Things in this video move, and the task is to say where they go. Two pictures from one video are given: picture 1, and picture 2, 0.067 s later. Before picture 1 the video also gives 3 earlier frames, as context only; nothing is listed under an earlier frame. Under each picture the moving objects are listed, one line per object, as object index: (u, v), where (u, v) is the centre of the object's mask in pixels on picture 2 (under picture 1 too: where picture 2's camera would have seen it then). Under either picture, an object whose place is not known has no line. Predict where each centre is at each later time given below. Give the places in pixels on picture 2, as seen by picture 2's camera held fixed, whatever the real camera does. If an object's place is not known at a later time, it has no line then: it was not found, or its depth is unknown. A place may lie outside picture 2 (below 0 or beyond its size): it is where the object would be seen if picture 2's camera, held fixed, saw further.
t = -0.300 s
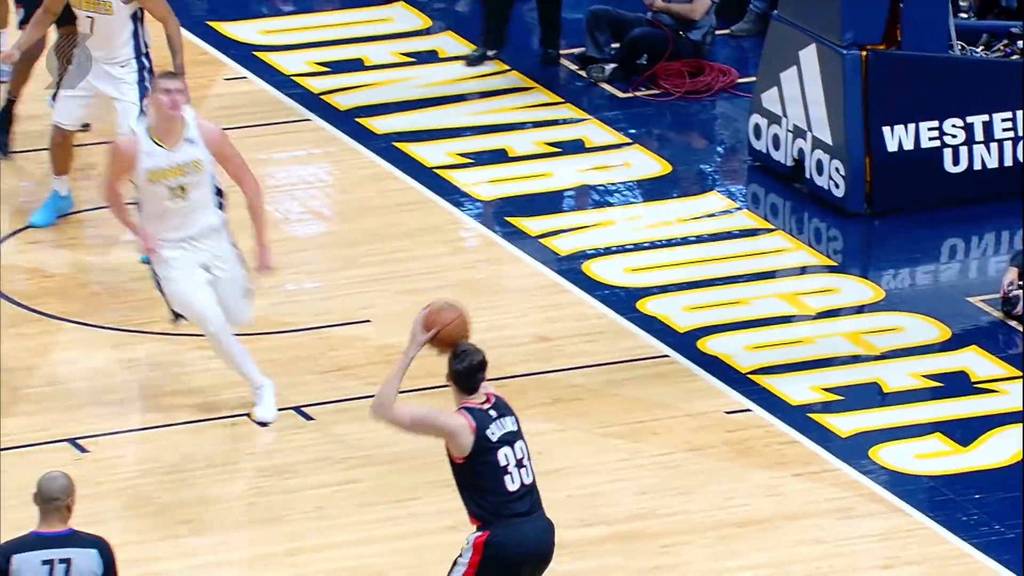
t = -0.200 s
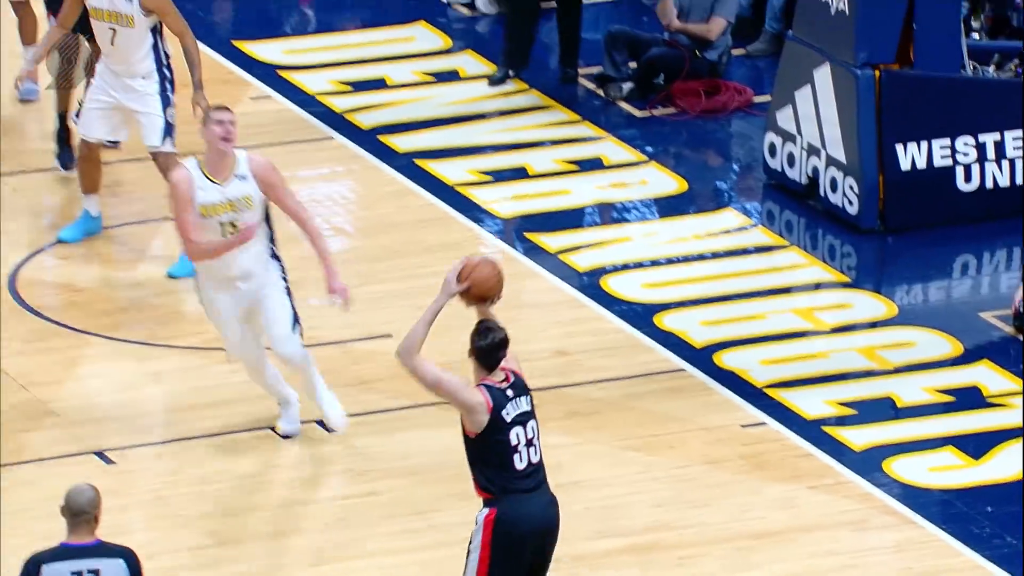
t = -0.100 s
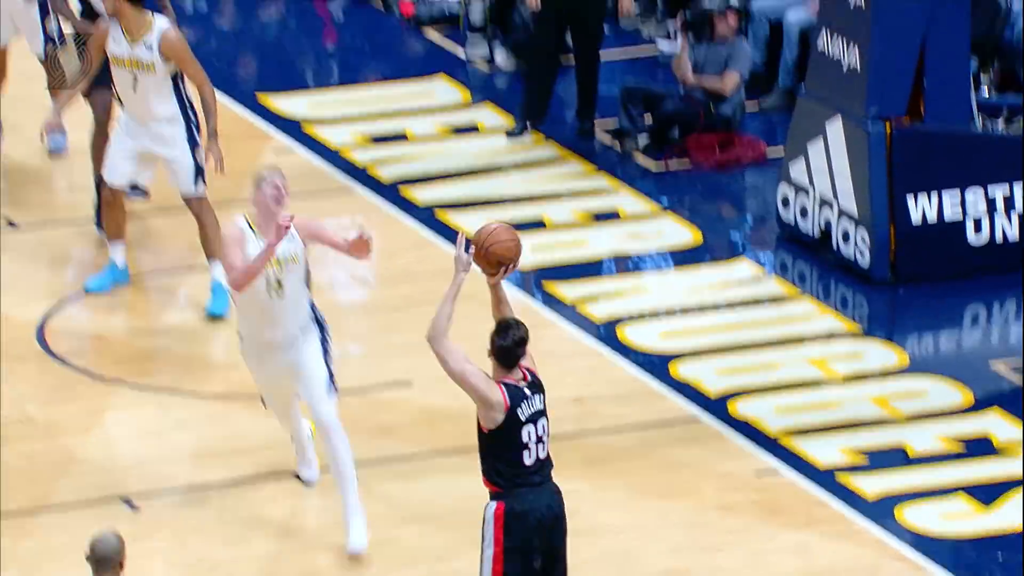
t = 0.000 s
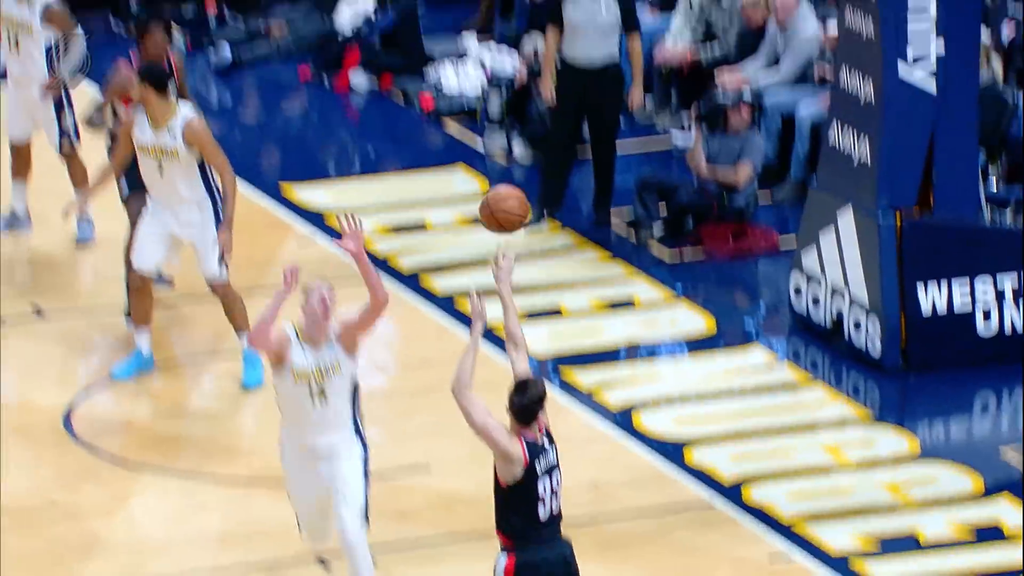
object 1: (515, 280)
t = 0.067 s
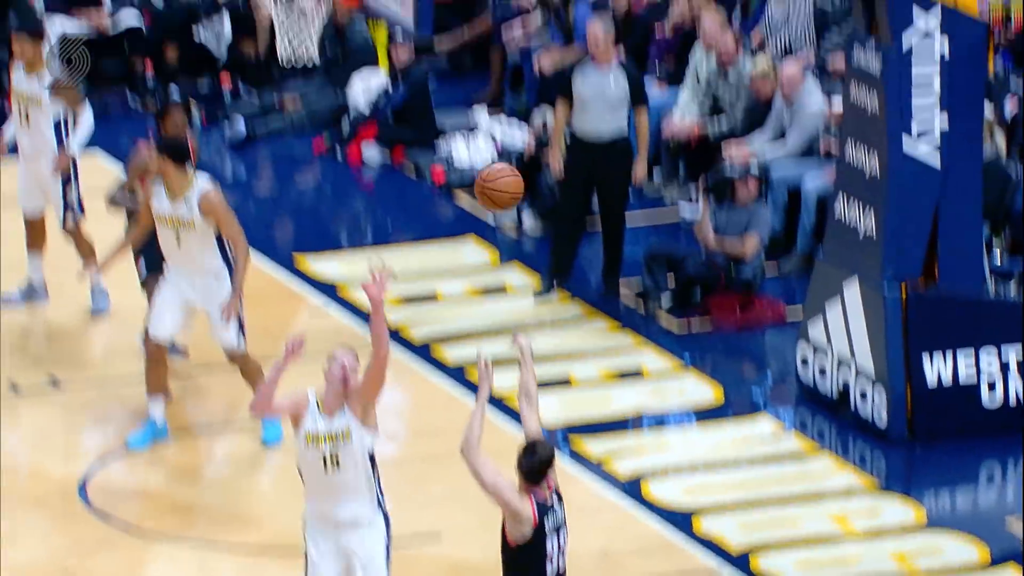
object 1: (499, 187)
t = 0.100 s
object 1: (491, 145)
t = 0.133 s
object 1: (483, 103)
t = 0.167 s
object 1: (477, 66)
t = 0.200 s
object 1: (469, 31)
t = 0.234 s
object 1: (462, 0)
